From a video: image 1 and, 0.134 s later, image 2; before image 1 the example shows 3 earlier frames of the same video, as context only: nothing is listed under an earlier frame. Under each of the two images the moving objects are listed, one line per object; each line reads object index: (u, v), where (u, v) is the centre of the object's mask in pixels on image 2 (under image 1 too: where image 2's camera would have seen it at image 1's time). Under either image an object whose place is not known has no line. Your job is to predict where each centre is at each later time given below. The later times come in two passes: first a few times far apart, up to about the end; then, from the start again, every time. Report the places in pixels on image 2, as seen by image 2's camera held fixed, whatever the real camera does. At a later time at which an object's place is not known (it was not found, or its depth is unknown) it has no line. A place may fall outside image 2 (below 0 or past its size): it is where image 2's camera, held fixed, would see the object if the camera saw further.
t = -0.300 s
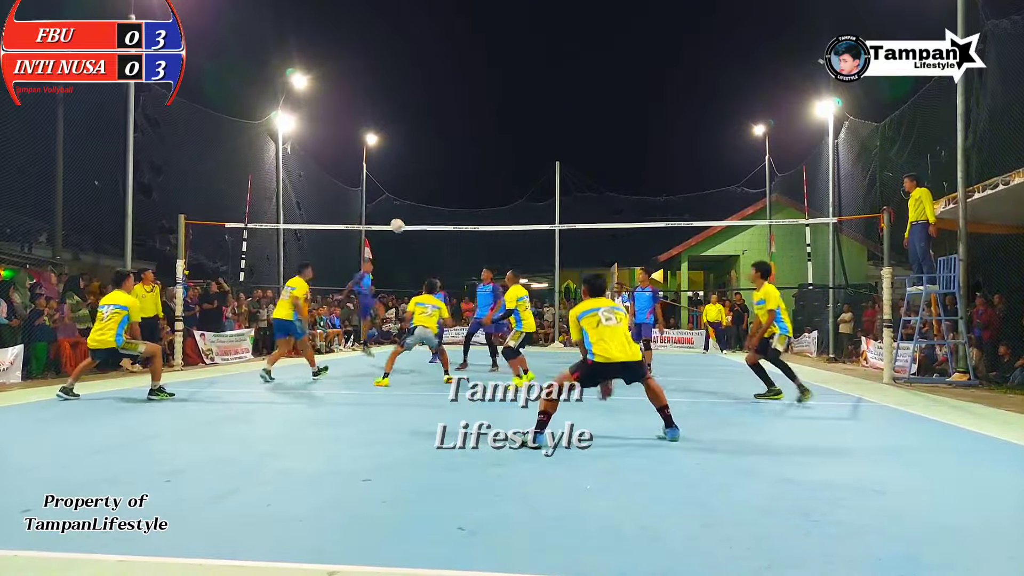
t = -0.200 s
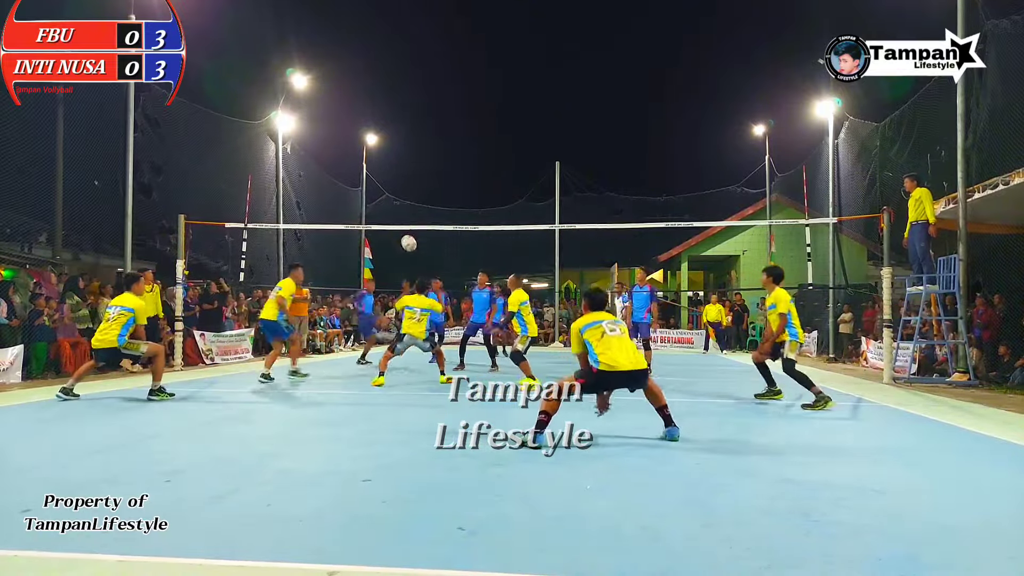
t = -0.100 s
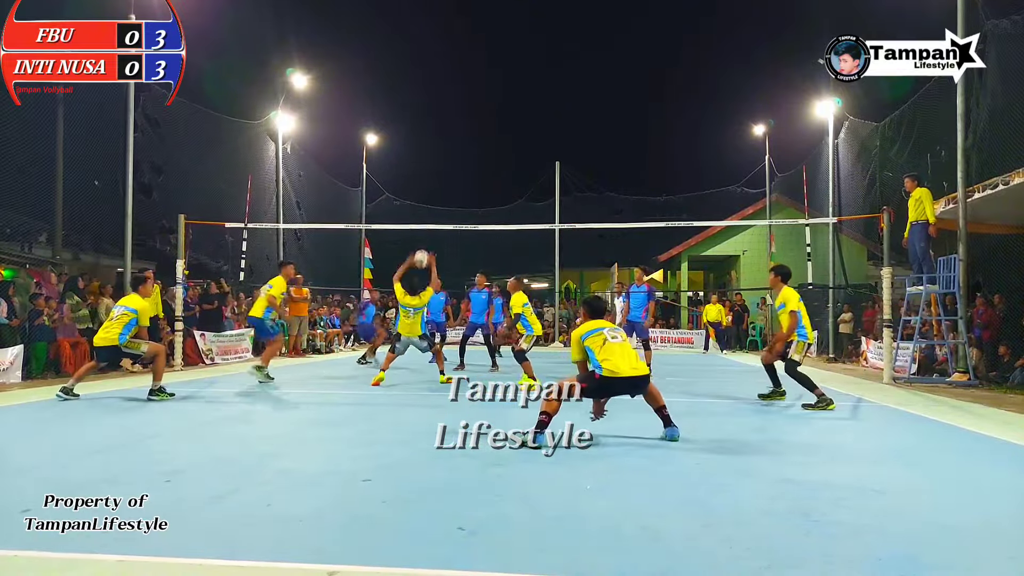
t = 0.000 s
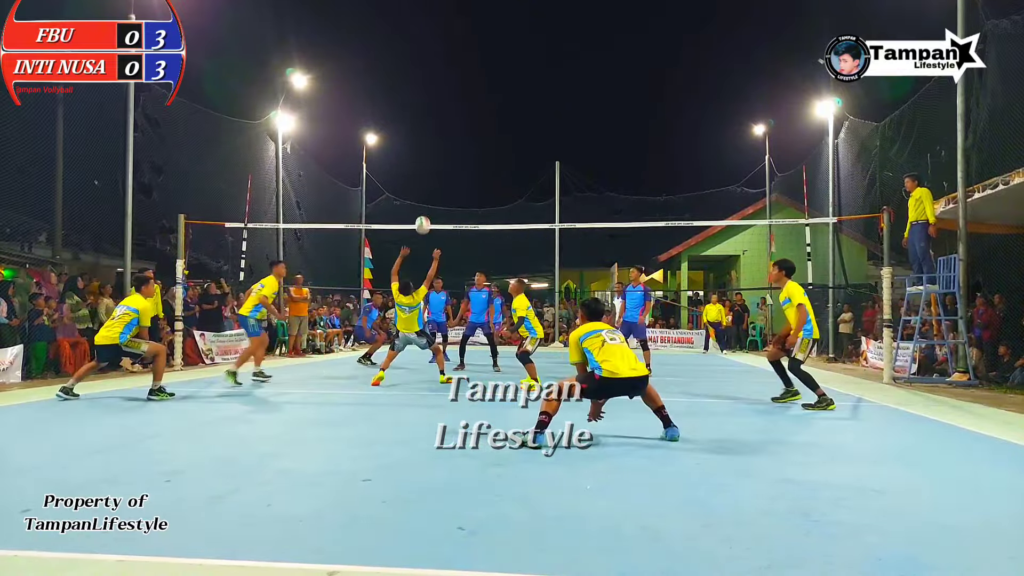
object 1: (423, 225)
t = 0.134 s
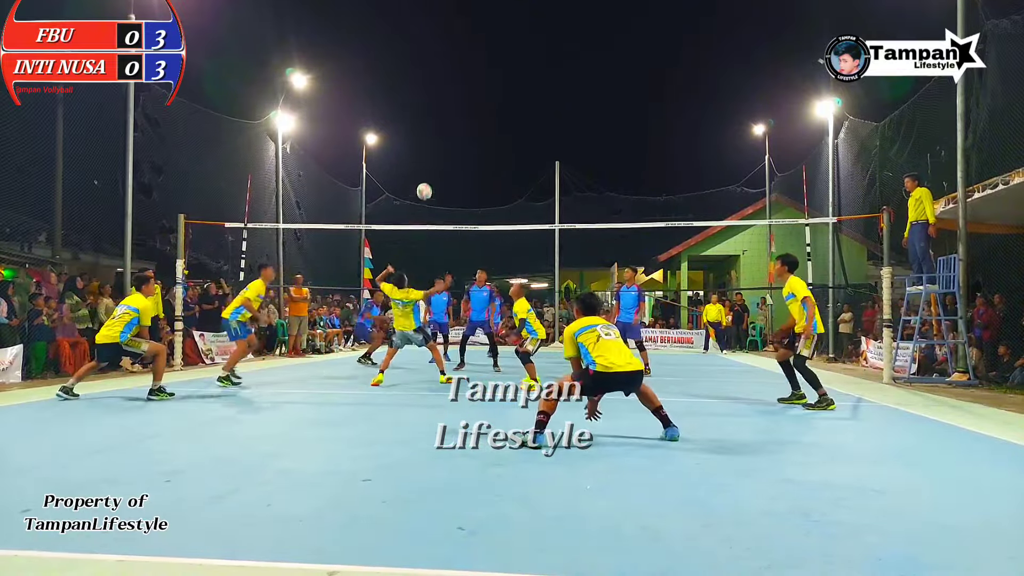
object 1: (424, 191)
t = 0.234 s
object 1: (425, 174)
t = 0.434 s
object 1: (428, 160)
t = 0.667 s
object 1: (431, 177)
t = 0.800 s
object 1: (432, 205)
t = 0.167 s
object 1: (424, 184)
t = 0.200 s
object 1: (425, 179)
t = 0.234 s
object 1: (425, 174)
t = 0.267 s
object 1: (426, 170)
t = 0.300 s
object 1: (426, 166)
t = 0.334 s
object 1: (427, 163)
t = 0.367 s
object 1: (427, 161)
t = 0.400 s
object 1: (427, 160)
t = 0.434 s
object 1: (428, 160)
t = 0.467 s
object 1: (428, 160)
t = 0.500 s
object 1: (429, 161)
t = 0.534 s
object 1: (429, 163)
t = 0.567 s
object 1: (429, 165)
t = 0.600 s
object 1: (430, 169)
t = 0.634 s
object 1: (430, 173)
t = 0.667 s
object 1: (431, 177)
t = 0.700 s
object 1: (431, 183)
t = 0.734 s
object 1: (431, 189)
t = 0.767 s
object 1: (431, 197)
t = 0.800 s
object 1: (432, 205)
